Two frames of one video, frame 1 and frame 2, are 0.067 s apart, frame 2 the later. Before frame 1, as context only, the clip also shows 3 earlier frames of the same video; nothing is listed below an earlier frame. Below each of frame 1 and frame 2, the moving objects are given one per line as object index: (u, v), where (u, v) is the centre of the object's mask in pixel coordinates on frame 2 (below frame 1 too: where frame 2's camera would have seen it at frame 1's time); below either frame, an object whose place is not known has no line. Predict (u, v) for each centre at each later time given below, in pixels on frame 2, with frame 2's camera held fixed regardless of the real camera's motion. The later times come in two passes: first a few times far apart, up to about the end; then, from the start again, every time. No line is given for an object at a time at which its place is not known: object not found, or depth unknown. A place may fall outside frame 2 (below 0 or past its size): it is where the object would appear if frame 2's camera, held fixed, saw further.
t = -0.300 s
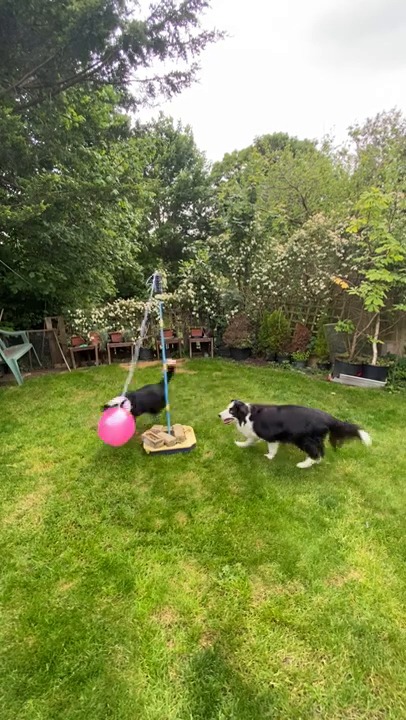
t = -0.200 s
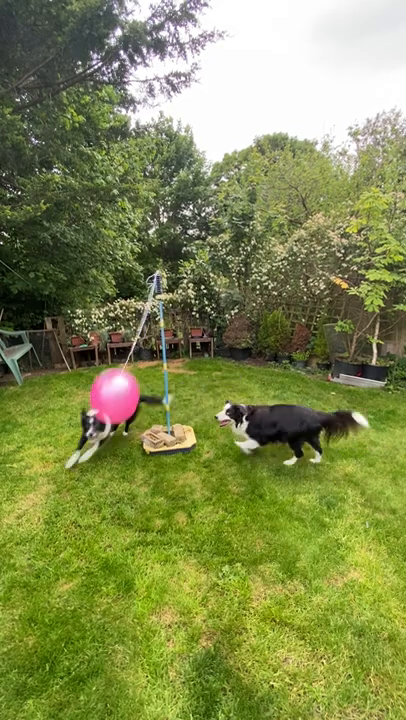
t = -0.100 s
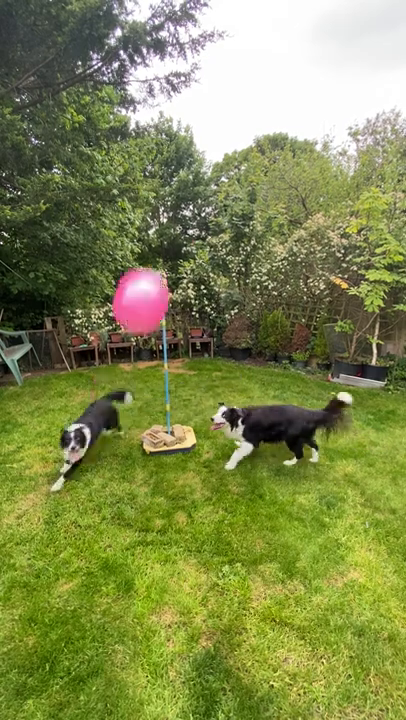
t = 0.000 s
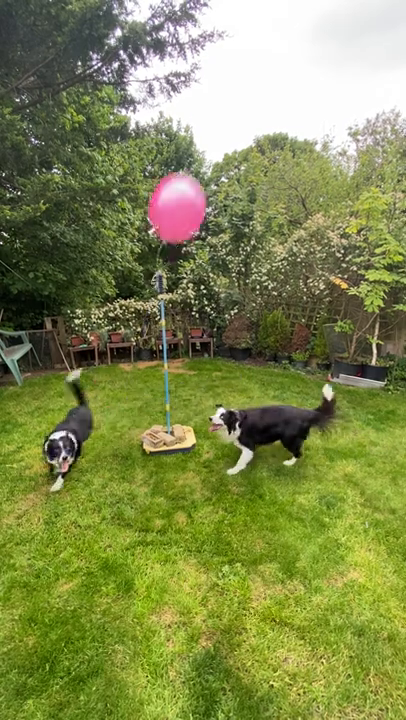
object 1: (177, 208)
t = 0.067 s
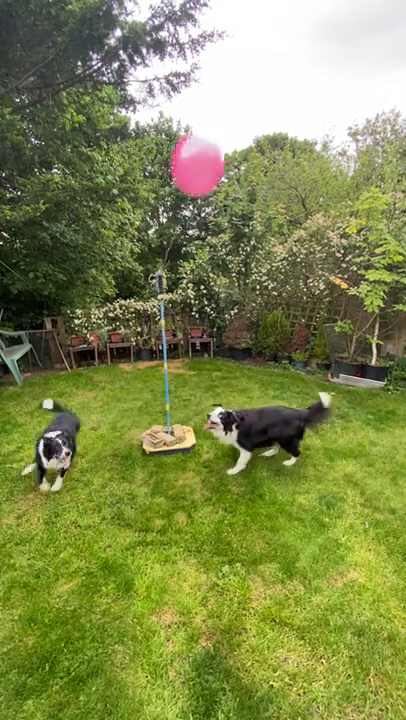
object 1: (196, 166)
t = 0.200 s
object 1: (229, 124)
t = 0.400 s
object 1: (256, 145)
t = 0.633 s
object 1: (272, 220)
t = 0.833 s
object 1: (278, 305)
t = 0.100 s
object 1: (206, 150)
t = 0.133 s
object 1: (214, 137)
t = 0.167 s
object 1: (222, 128)
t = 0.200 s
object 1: (229, 124)
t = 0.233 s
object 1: (235, 122)
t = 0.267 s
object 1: (240, 123)
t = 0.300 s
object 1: (244, 126)
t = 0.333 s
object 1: (248, 130)
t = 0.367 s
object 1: (252, 137)
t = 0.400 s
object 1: (256, 145)
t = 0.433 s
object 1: (259, 153)
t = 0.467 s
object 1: (262, 160)
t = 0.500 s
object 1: (264, 171)
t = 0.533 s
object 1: (266, 182)
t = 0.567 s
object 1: (268, 195)
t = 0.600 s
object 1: (270, 207)
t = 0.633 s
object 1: (272, 220)
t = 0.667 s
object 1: (273, 234)
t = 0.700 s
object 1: (274, 248)
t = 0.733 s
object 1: (276, 263)
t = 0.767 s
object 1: (276, 276)
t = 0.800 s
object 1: (277, 291)
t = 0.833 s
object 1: (278, 305)
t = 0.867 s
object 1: (278, 320)
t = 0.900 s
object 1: (277, 334)
